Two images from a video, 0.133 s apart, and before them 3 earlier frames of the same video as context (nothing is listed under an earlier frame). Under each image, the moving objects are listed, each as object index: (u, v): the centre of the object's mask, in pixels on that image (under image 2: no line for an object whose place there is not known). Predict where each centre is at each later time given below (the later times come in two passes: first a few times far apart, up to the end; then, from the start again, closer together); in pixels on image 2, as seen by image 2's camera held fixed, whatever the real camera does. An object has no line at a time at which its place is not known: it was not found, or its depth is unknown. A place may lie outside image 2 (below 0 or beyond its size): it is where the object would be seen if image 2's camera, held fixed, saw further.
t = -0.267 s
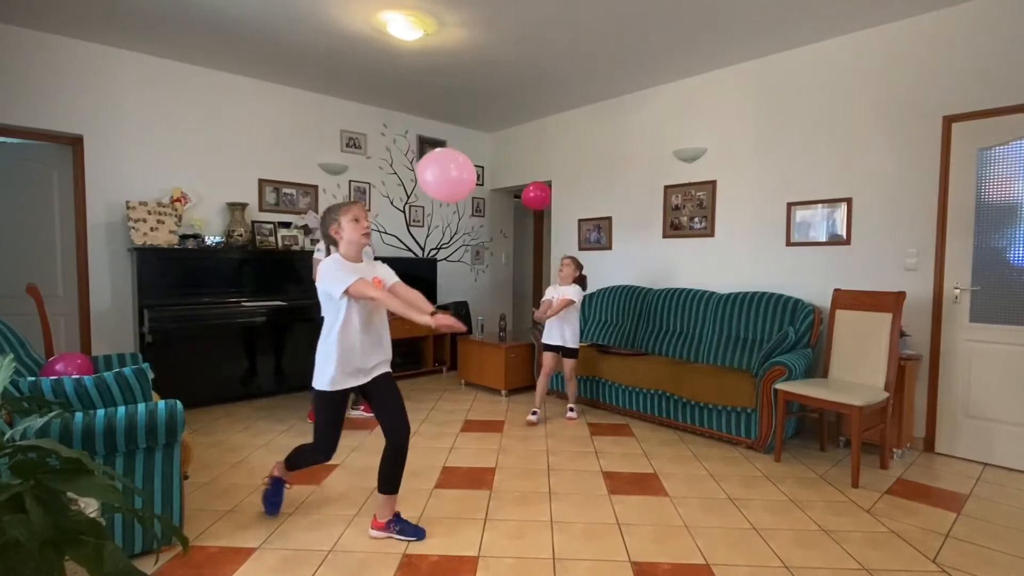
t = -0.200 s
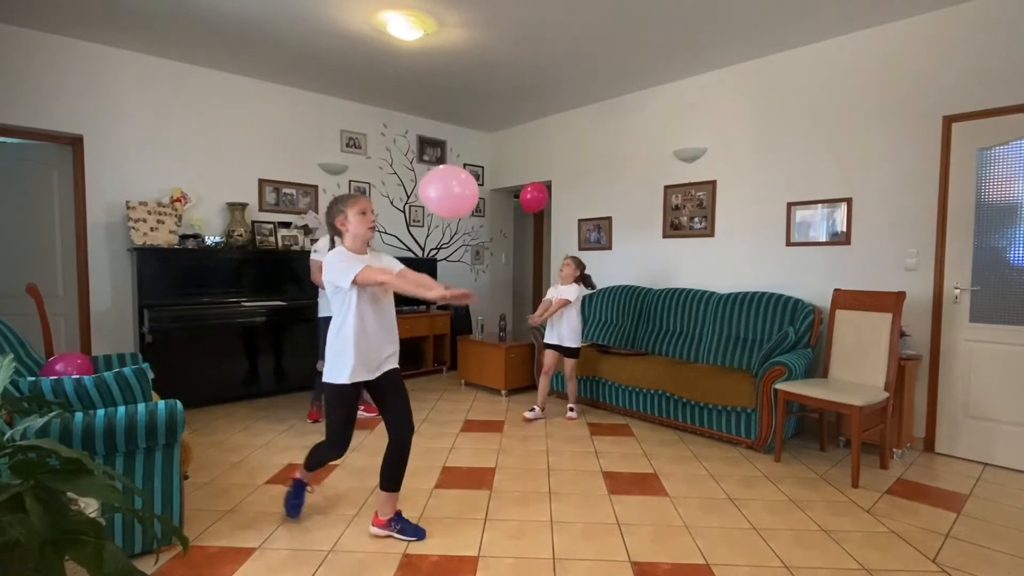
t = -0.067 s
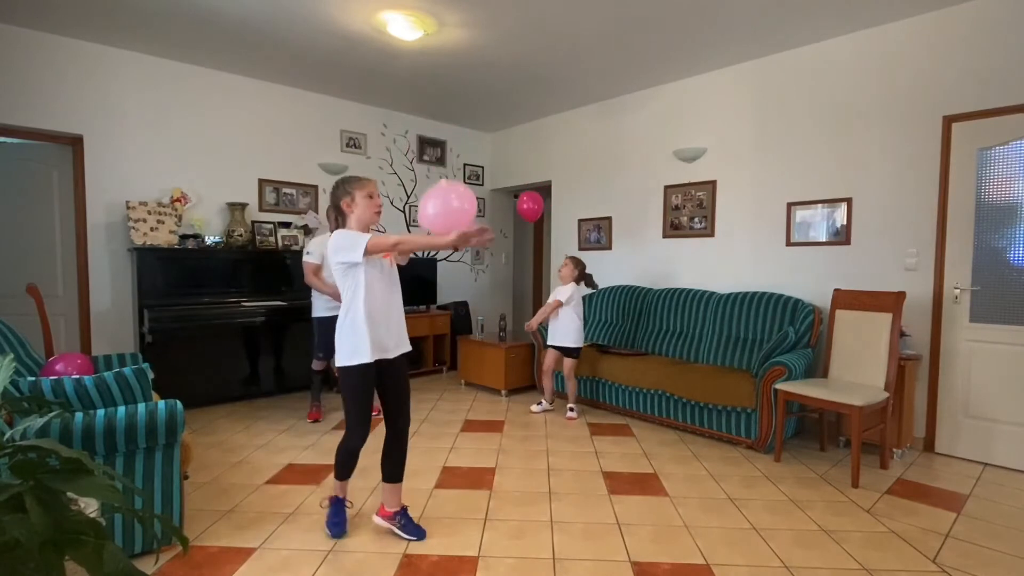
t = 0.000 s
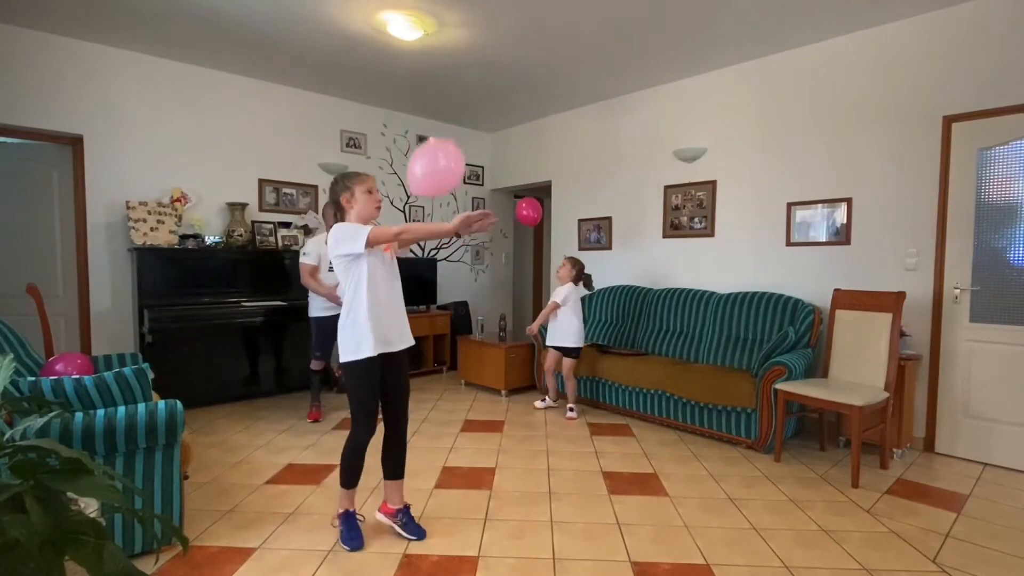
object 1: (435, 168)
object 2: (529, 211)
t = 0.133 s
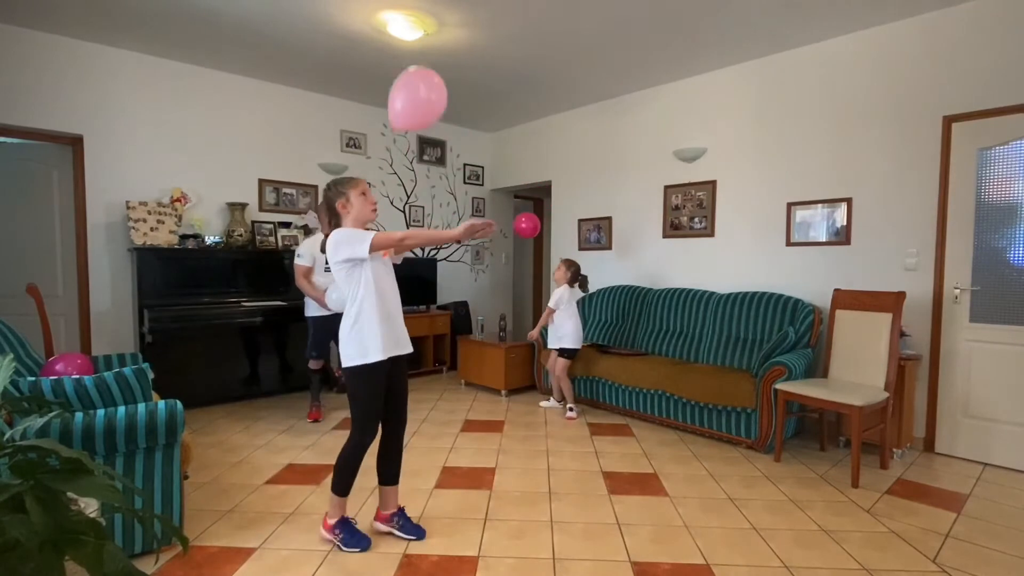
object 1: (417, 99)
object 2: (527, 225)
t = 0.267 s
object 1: (407, 50)
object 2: (525, 242)
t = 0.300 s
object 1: (406, 40)
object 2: (525, 246)
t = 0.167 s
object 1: (413, 85)
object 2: (526, 229)
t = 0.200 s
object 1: (411, 73)
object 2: (526, 233)
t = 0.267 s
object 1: (407, 50)
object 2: (525, 242)
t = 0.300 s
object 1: (406, 40)
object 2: (525, 246)
